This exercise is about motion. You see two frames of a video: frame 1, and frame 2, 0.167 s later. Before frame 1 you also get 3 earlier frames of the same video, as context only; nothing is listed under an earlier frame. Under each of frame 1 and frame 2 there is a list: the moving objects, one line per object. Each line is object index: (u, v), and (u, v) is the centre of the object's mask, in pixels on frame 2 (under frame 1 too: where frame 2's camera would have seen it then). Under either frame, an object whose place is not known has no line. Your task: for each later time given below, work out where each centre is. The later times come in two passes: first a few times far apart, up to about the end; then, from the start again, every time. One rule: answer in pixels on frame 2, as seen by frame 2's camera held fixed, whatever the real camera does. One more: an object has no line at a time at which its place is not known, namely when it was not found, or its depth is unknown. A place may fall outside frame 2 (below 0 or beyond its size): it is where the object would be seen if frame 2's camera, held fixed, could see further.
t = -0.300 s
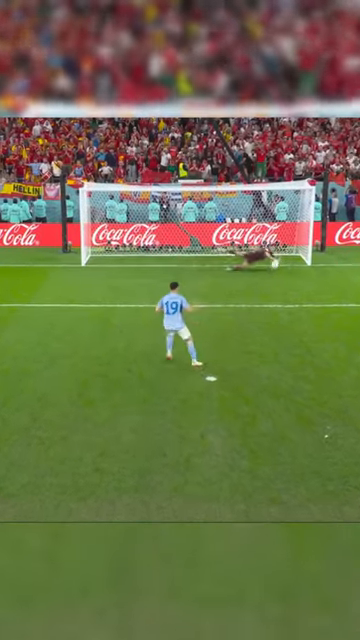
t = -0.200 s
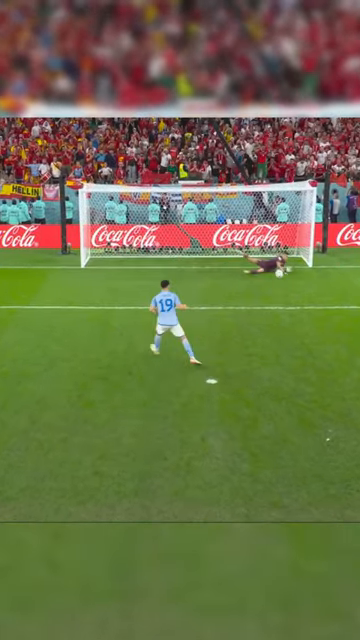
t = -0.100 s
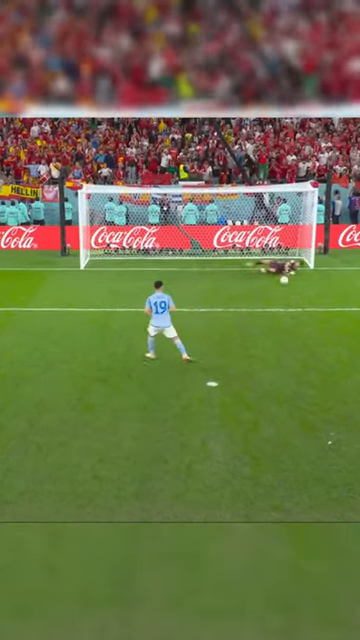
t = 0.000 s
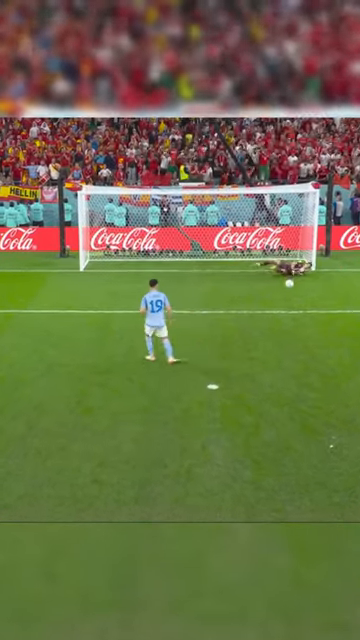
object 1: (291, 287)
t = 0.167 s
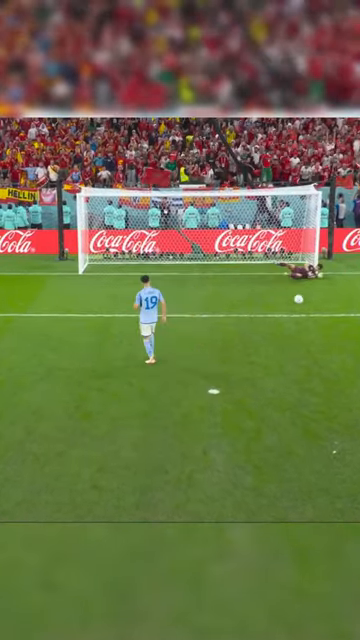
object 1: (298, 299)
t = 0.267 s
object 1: (303, 300)
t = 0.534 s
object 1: (318, 311)
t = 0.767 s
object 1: (333, 320)
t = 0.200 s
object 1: (299, 300)
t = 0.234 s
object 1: (301, 299)
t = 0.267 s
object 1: (303, 300)
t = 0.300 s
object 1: (304, 300)
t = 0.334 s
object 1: (307, 301)
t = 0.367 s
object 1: (309, 302)
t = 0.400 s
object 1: (310, 304)
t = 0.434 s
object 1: (312, 307)
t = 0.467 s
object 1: (314, 310)
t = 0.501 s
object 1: (316, 311)
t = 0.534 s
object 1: (318, 311)
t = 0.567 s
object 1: (320, 312)
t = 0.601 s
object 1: (323, 314)
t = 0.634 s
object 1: (325, 316)
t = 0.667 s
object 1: (326, 317)
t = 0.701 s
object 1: (329, 318)
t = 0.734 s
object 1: (331, 319)
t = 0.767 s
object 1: (333, 320)
